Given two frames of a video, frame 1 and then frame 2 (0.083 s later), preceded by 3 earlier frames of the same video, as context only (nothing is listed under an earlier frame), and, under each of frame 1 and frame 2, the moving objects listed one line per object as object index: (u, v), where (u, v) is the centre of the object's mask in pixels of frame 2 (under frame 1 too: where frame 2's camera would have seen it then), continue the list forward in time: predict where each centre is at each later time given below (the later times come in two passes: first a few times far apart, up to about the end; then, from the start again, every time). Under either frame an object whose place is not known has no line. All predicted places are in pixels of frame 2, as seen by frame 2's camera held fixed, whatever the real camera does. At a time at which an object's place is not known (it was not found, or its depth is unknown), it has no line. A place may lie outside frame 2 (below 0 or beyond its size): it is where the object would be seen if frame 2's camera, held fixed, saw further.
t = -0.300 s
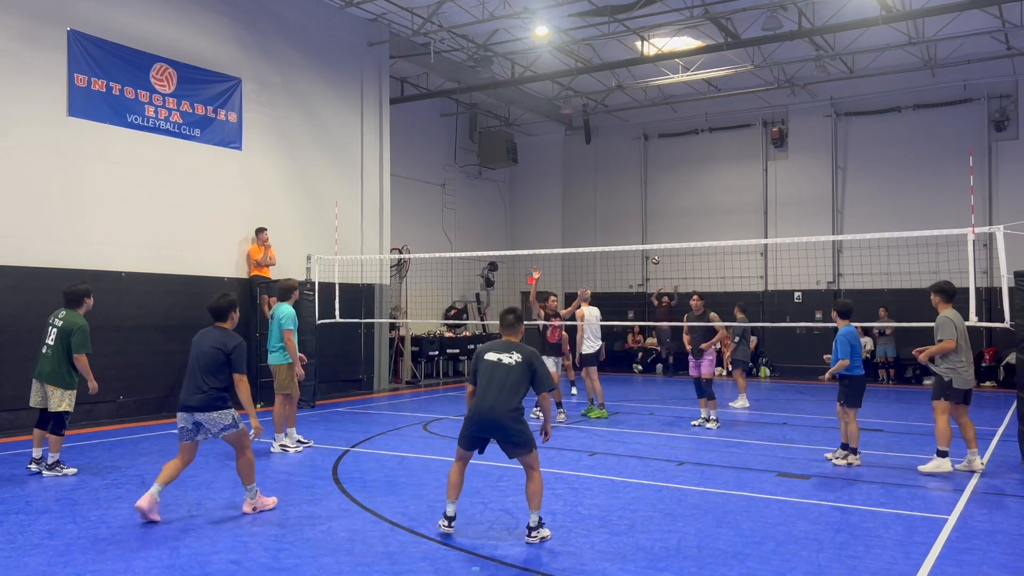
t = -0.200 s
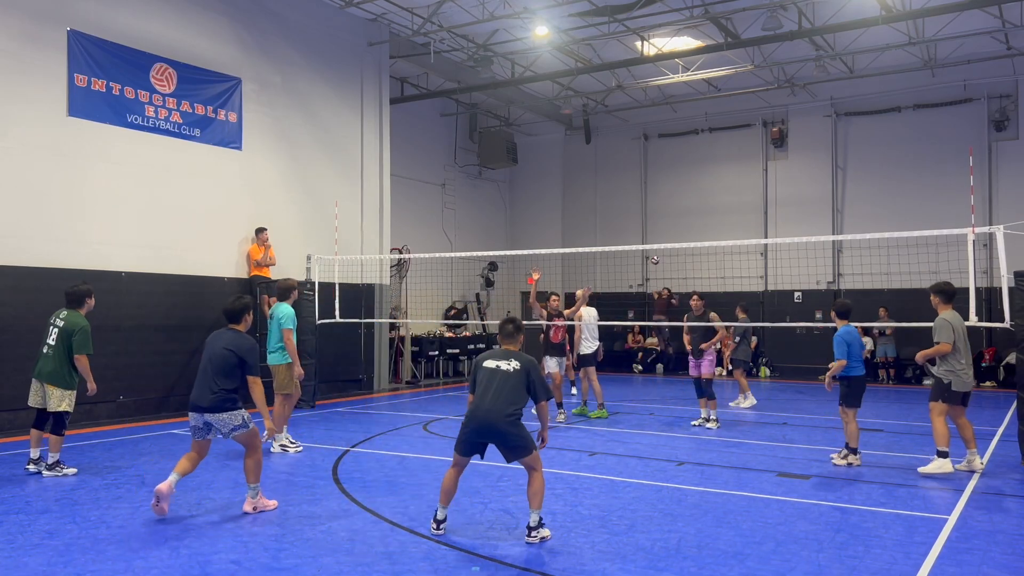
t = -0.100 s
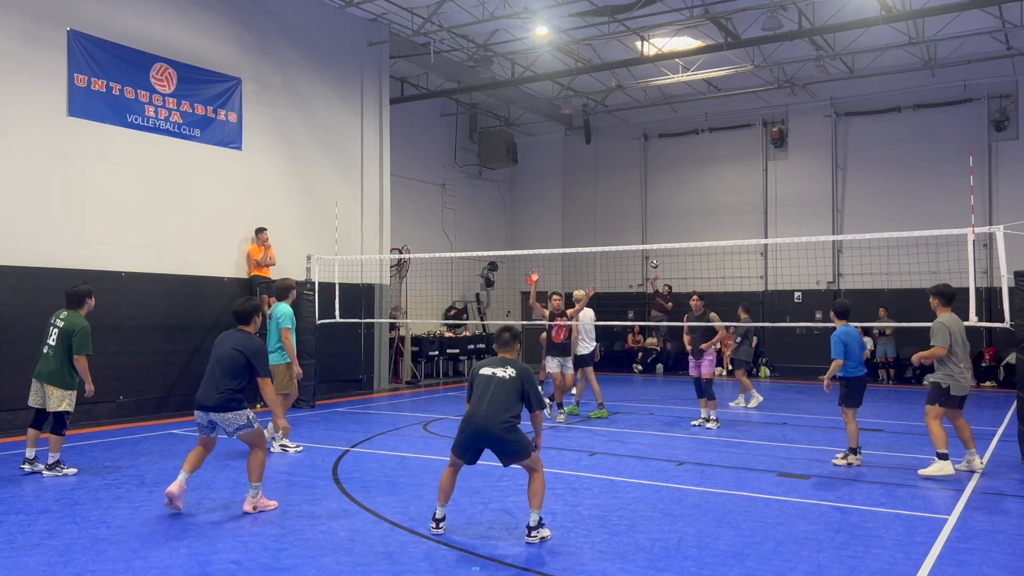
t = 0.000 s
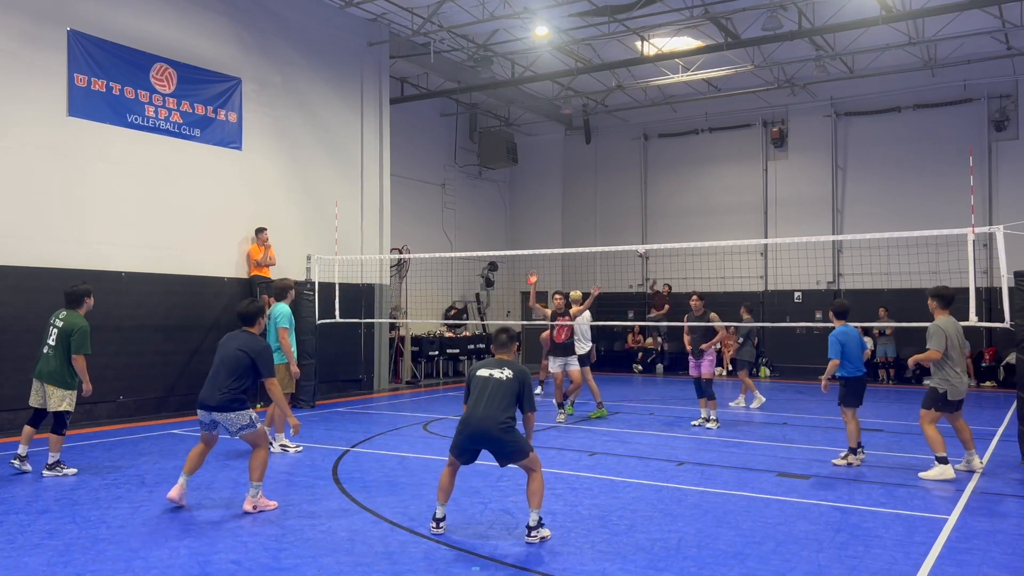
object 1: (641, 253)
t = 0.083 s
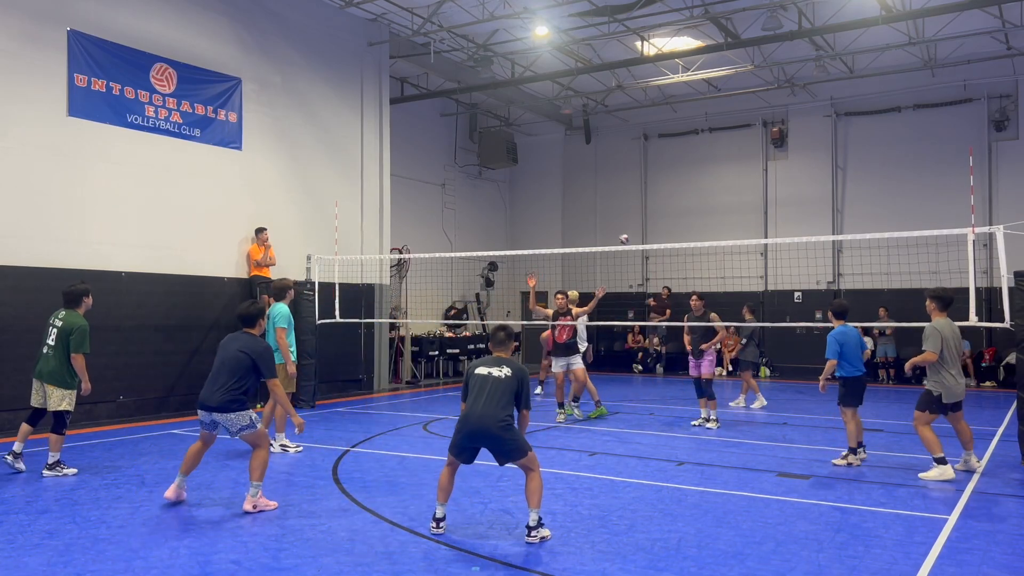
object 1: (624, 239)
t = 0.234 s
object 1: (589, 217)
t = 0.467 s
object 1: (524, 201)
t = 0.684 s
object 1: (438, 224)
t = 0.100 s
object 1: (620, 236)
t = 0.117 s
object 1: (617, 234)
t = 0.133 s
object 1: (613, 231)
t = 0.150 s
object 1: (609, 229)
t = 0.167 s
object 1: (605, 226)
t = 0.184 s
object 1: (601, 224)
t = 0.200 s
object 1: (597, 222)
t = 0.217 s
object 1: (594, 220)
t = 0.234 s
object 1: (589, 217)
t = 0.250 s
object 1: (585, 215)
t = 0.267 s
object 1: (581, 214)
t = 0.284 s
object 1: (577, 212)
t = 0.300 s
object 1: (573, 211)
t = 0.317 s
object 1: (568, 209)
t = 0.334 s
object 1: (564, 208)
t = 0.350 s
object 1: (559, 206)
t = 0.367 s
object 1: (555, 205)
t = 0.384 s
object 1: (550, 204)
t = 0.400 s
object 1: (545, 204)
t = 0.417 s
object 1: (540, 203)
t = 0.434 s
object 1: (535, 202)
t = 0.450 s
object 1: (530, 202)
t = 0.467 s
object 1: (524, 201)
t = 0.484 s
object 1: (519, 202)
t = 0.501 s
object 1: (513, 202)
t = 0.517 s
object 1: (508, 202)
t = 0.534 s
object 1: (502, 204)
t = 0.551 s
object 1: (496, 205)
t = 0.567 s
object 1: (490, 206)
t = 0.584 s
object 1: (484, 208)
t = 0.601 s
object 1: (477, 209)
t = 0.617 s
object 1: (470, 212)
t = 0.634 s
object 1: (462, 214)
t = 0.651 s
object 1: (454, 217)
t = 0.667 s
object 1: (446, 221)
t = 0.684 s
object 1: (438, 224)
